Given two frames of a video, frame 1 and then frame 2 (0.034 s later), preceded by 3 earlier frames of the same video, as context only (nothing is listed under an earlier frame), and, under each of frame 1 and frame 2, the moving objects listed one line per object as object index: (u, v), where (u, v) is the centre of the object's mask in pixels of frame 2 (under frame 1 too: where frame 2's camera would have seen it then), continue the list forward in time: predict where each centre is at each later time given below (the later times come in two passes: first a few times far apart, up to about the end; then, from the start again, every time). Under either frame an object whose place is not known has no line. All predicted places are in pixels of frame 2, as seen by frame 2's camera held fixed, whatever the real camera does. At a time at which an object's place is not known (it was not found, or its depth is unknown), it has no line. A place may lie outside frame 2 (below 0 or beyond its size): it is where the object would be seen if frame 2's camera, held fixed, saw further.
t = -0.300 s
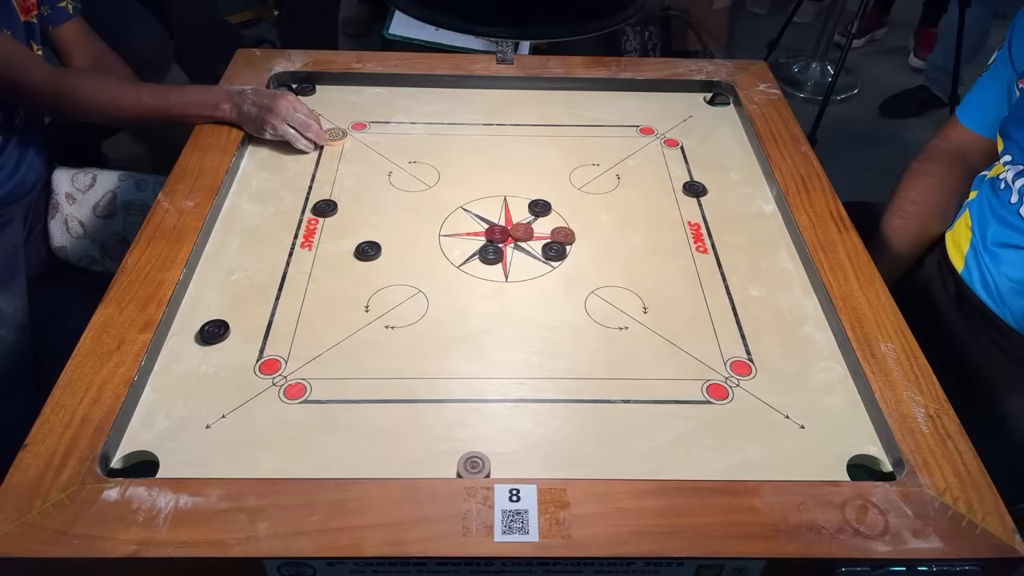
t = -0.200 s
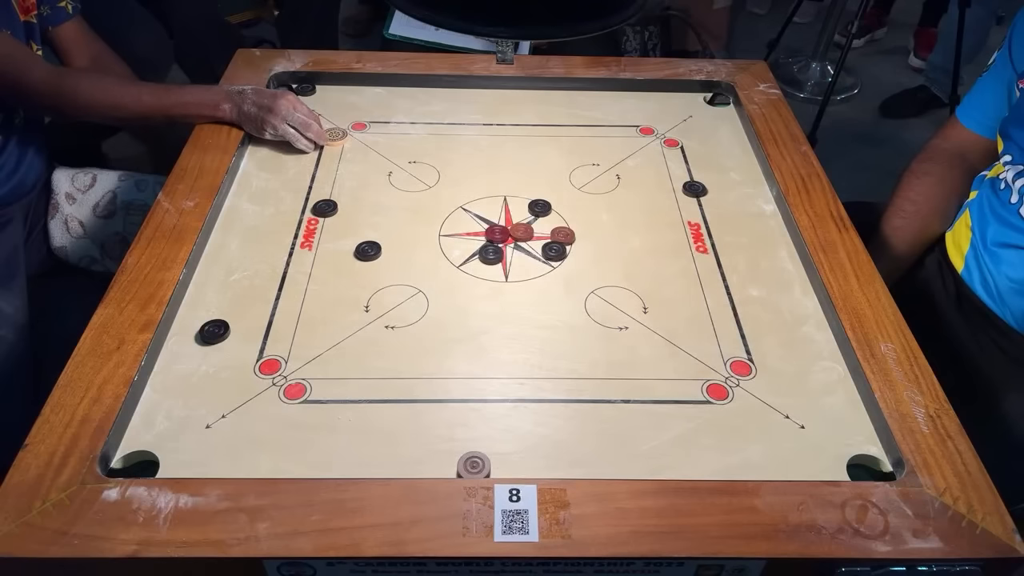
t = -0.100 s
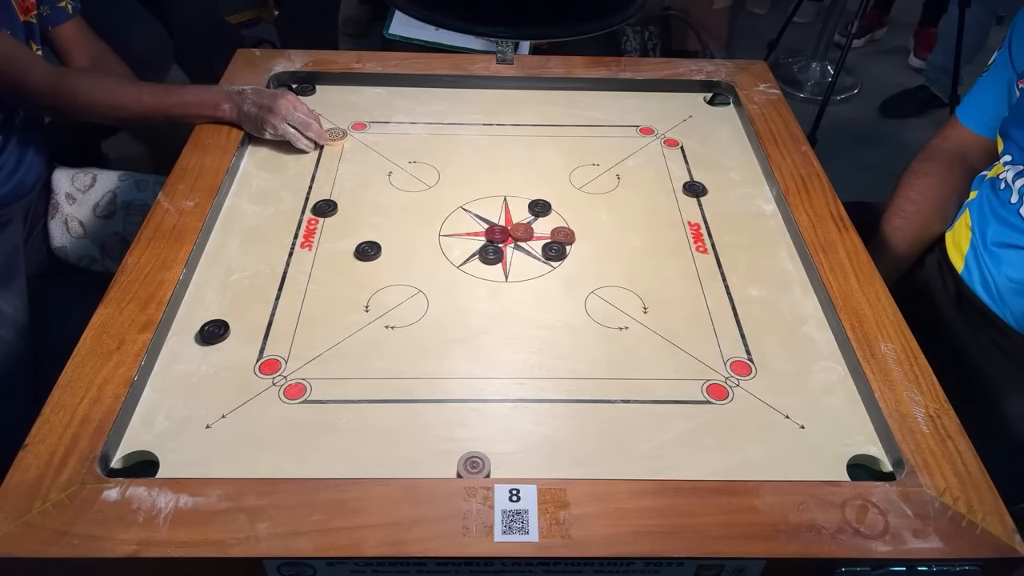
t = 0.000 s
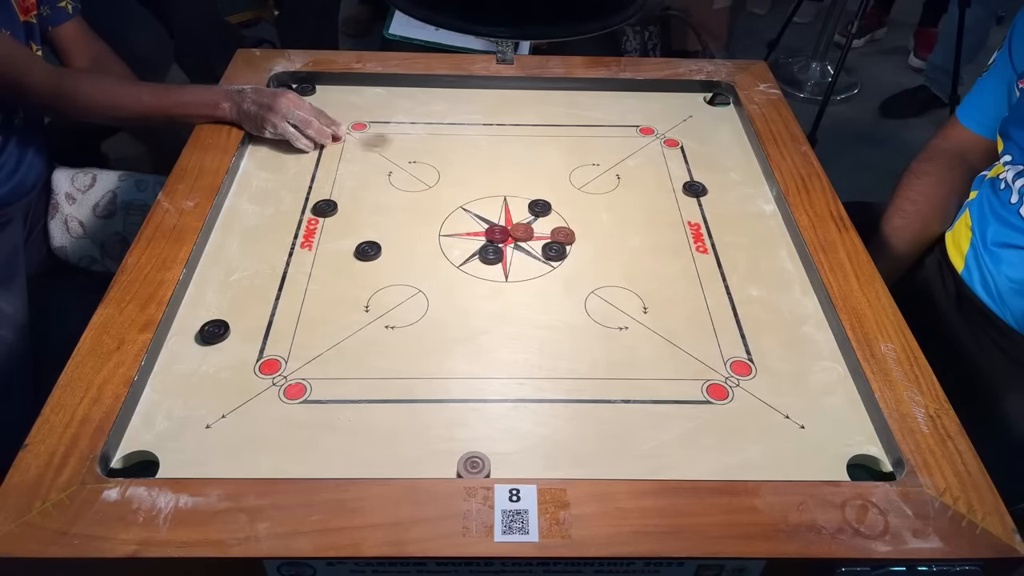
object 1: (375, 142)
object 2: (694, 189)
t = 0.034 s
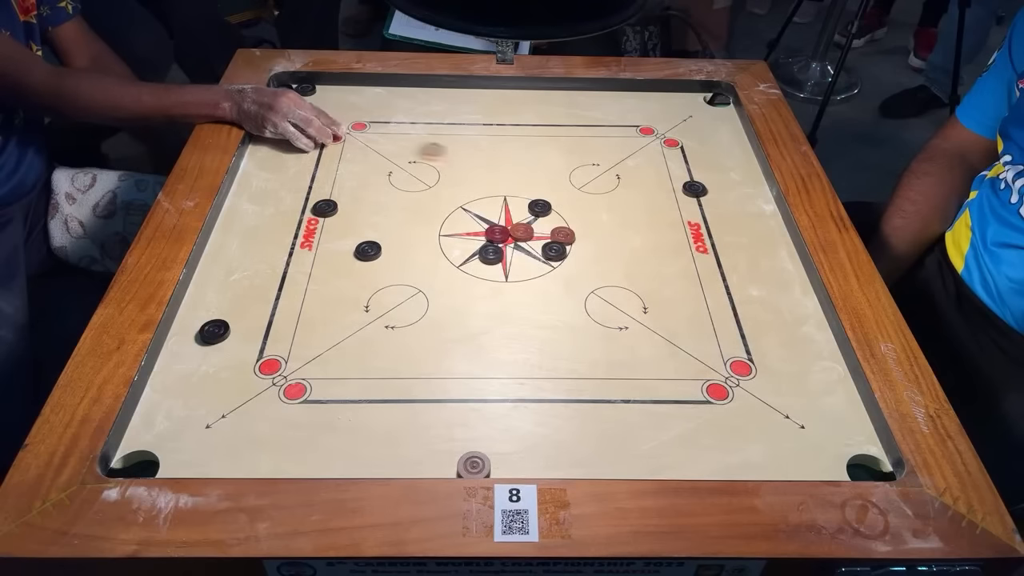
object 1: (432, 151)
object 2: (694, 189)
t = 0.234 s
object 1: (704, 195)
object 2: (758, 203)
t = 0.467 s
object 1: (624, 196)
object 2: (597, 272)
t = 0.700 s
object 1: (565, 192)
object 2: (431, 362)
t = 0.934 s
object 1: (539, 189)
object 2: (247, 458)
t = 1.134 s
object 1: (537, 189)
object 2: (152, 437)
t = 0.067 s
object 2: (694, 189)
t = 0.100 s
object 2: (694, 189)
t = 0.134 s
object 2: (694, 189)
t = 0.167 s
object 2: (694, 189)
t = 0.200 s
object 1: (691, 190)
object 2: (754, 194)
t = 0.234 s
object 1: (704, 195)
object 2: (758, 203)
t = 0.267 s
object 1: (695, 196)
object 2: (739, 209)
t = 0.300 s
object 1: (686, 198)
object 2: (705, 213)
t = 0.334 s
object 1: (673, 198)
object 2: (684, 224)
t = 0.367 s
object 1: (660, 197)
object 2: (663, 236)
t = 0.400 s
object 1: (647, 196)
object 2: (641, 248)
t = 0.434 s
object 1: (635, 196)
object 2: (619, 260)
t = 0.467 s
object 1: (624, 196)
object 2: (597, 272)
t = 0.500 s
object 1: (614, 195)
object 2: (574, 285)
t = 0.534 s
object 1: (604, 194)
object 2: (552, 298)
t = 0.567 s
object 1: (595, 194)
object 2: (528, 310)
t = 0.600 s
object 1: (586, 193)
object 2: (505, 323)
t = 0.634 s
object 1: (578, 193)
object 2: (481, 335)
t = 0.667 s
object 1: (571, 192)
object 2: (456, 348)
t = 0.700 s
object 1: (565, 192)
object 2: (431, 362)
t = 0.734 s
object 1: (559, 192)
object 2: (406, 375)
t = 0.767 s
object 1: (554, 191)
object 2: (380, 389)
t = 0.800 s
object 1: (550, 191)
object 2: (354, 403)
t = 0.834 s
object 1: (547, 190)
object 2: (327, 417)
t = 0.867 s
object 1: (543, 190)
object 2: (300, 431)
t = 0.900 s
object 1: (541, 189)
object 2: (274, 445)
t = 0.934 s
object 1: (539, 189)
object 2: (247, 458)
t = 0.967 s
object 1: (538, 189)
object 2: (222, 467)
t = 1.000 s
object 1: (537, 189)
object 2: (204, 466)
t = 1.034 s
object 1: (537, 189)
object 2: (189, 461)
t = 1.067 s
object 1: (537, 189)
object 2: (176, 453)
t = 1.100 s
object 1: (537, 189)
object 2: (164, 445)
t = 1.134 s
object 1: (537, 189)
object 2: (152, 437)
